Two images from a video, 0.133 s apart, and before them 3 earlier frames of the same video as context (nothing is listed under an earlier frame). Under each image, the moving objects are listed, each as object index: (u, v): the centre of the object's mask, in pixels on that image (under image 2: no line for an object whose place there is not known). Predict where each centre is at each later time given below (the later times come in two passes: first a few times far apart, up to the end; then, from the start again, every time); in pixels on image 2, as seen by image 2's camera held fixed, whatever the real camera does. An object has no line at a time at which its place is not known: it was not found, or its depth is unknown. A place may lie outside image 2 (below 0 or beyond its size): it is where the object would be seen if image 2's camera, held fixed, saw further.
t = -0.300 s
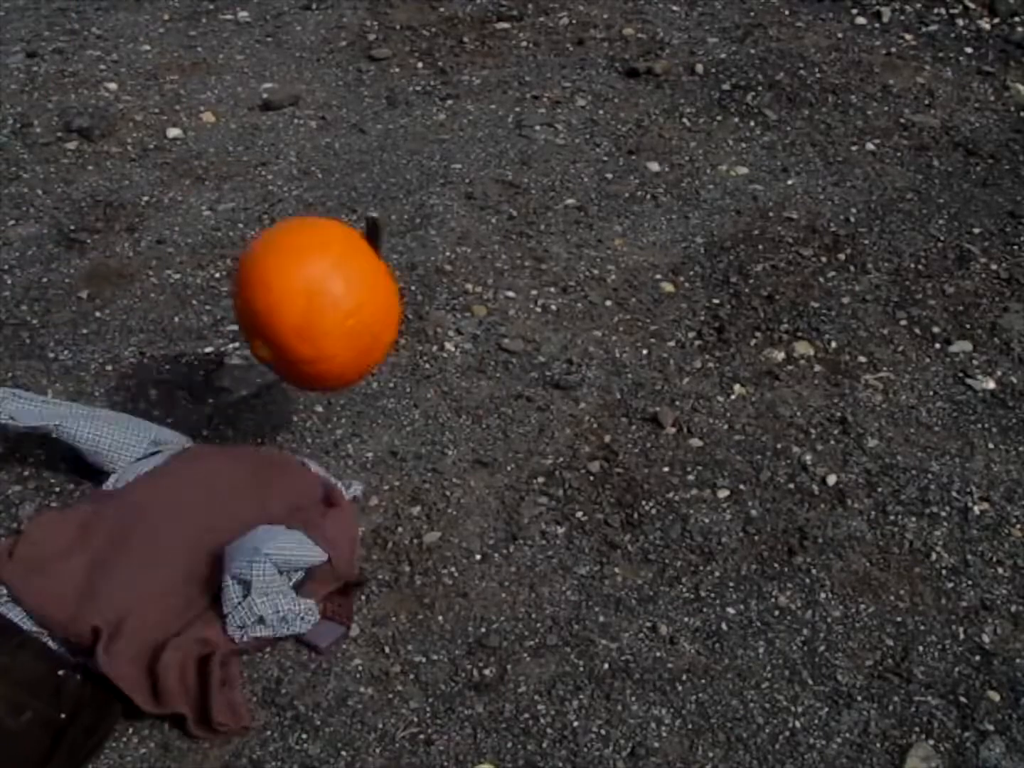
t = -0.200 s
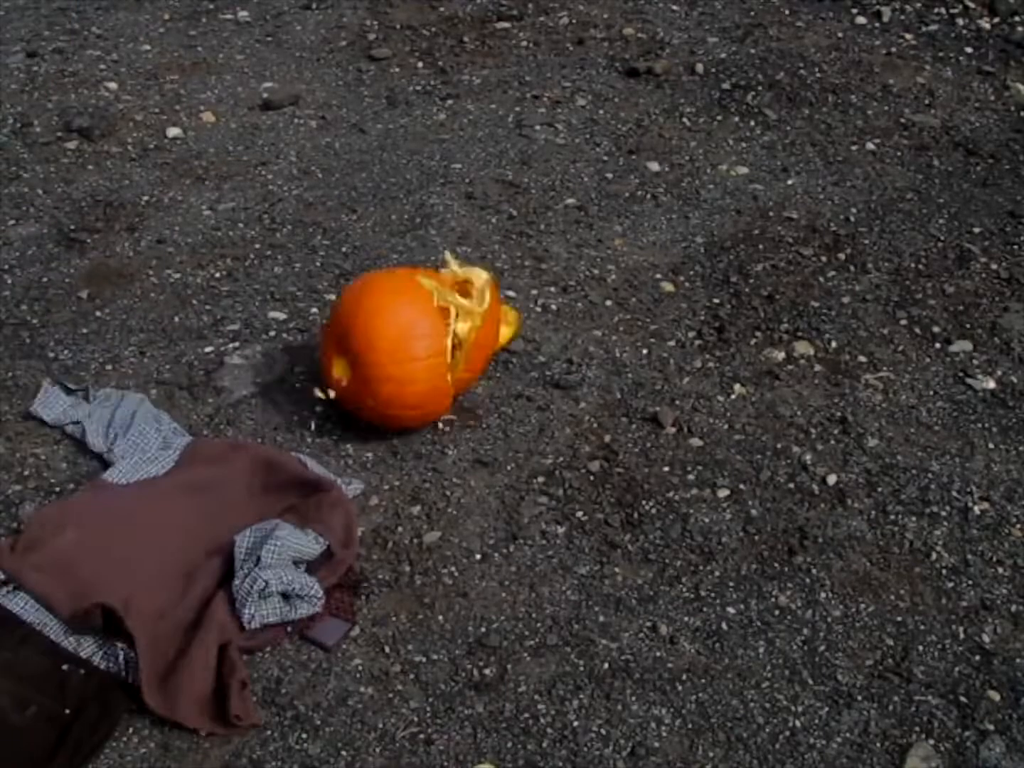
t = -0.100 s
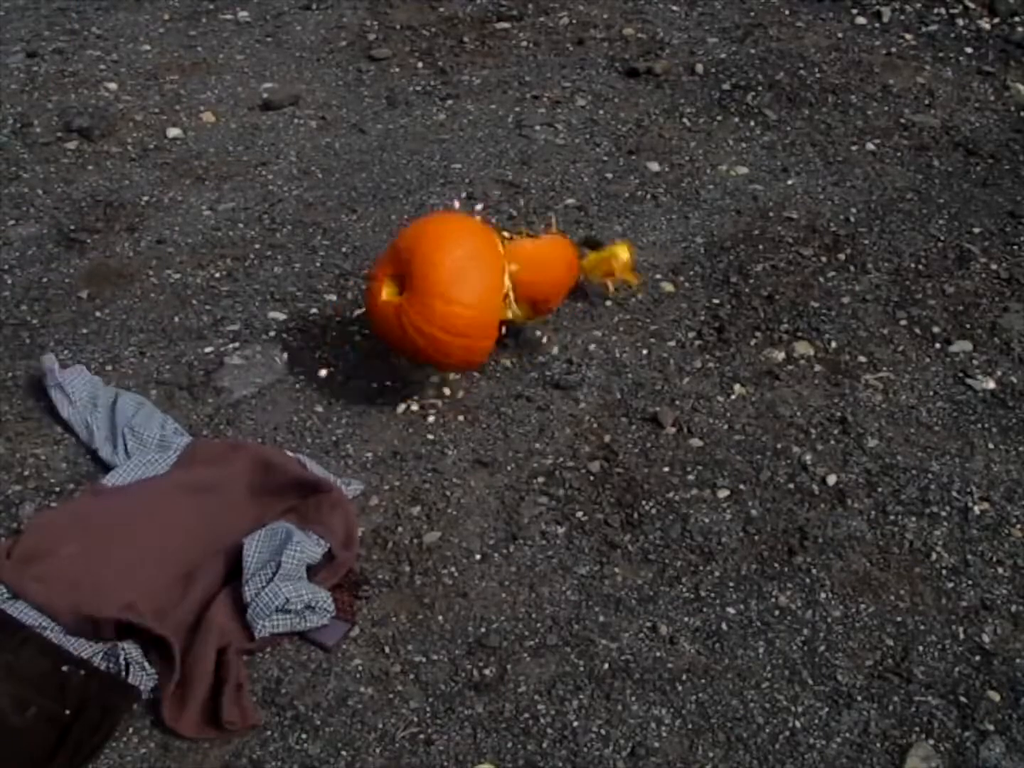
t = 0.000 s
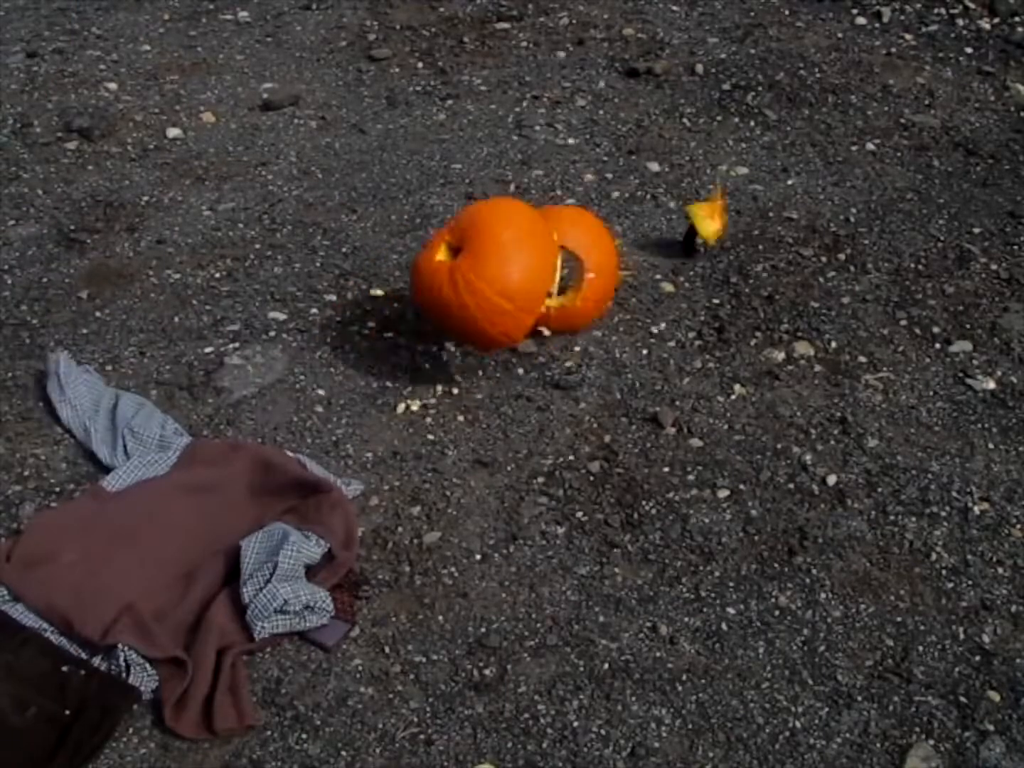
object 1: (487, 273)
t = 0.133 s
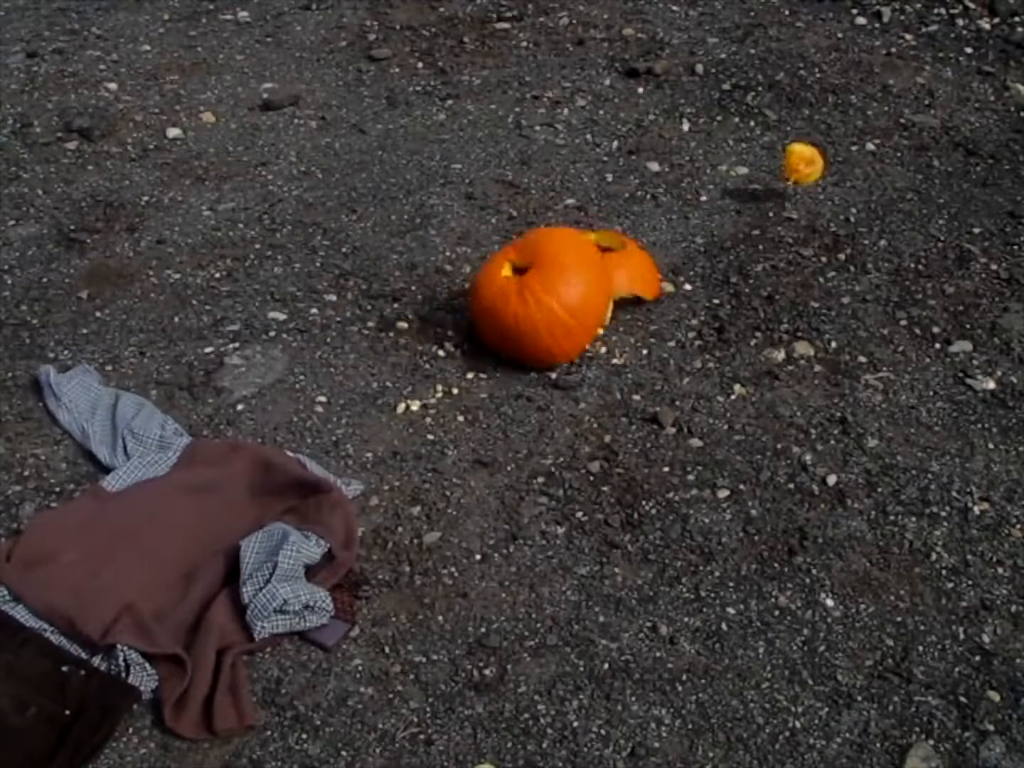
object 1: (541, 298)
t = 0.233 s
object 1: (564, 308)
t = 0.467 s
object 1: (583, 303)
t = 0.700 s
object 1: (583, 304)
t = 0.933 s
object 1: (583, 304)
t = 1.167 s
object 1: (584, 303)
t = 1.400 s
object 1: (583, 303)
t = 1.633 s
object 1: (583, 304)
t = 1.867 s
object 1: (583, 304)
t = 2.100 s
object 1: (583, 304)
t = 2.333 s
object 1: (583, 304)
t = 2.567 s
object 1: (583, 304)
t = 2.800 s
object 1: (583, 304)
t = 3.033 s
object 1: (583, 304)
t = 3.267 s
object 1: (583, 304)
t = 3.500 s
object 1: (583, 304)
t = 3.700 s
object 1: (583, 304)
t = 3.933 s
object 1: (583, 304)
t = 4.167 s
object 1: (583, 304)
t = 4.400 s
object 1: (583, 304)
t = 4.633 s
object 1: (583, 304)
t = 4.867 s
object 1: (583, 304)
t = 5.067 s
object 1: (583, 304)
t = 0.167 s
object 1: (548, 303)
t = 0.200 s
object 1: (557, 310)
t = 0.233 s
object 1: (564, 308)
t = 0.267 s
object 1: (572, 303)
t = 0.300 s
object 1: (577, 303)
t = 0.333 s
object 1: (581, 303)
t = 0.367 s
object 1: (583, 304)
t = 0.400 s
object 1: (584, 303)
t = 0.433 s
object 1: (584, 303)
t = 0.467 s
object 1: (583, 303)
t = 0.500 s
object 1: (583, 304)
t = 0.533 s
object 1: (583, 303)
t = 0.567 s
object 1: (583, 304)
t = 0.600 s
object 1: (583, 304)
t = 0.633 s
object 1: (583, 304)
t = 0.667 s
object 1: (583, 304)
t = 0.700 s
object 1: (583, 304)
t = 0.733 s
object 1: (583, 304)
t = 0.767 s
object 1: (583, 304)
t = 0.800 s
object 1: (583, 304)
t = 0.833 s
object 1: (583, 303)
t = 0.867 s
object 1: (583, 304)
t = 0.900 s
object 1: (583, 303)
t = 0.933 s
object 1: (583, 304)
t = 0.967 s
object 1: (583, 303)
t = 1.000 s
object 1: (583, 304)
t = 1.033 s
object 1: (583, 303)
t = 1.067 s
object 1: (584, 303)
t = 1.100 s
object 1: (583, 304)
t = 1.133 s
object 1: (583, 304)
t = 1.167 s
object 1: (584, 303)
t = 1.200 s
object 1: (583, 303)
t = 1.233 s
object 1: (584, 303)
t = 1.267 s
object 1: (583, 303)
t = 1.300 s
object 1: (583, 303)
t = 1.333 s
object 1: (583, 303)
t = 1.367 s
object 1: (583, 304)
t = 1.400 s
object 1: (583, 303)
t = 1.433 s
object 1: (583, 304)
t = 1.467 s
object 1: (583, 304)
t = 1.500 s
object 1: (583, 304)
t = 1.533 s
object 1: (583, 304)
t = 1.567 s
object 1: (583, 304)
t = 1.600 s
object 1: (583, 304)
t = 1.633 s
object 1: (583, 304)
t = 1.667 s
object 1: (583, 304)
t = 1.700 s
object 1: (583, 304)
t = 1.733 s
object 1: (583, 304)
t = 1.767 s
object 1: (583, 304)
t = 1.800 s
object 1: (583, 304)
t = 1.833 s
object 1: (583, 304)
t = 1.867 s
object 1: (583, 304)
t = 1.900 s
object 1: (583, 304)
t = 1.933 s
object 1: (583, 304)
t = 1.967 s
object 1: (583, 304)
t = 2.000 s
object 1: (583, 304)
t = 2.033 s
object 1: (583, 304)
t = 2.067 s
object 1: (583, 304)
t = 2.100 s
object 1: (583, 304)
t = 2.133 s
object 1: (583, 304)
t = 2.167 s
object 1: (583, 304)
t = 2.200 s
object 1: (583, 304)
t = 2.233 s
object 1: (583, 304)
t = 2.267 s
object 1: (583, 304)
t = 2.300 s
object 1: (583, 304)
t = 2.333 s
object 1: (583, 304)
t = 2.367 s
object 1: (583, 304)
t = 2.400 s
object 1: (583, 304)
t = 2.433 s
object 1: (583, 304)
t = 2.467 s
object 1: (583, 304)
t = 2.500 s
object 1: (583, 304)
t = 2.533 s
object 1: (583, 304)
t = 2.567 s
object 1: (583, 304)
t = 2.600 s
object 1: (583, 304)
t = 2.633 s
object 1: (583, 304)
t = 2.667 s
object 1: (583, 304)
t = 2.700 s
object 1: (583, 304)
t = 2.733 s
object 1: (583, 304)
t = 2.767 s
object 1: (583, 304)
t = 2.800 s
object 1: (583, 304)
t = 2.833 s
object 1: (583, 304)
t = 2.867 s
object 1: (583, 304)
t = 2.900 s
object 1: (583, 304)
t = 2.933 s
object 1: (583, 304)
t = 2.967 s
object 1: (583, 304)
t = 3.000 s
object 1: (583, 304)
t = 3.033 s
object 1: (583, 304)
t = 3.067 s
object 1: (583, 304)
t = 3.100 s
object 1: (583, 304)
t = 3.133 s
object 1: (583, 304)
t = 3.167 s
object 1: (583, 304)
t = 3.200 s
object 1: (583, 304)
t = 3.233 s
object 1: (583, 304)
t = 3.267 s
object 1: (583, 304)
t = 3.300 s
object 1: (583, 304)
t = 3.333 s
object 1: (583, 304)
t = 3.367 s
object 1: (583, 304)
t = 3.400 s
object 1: (583, 304)
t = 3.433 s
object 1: (583, 304)
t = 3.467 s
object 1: (583, 304)
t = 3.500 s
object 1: (583, 304)
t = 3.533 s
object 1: (583, 304)
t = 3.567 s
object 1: (583, 304)
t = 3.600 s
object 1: (583, 304)
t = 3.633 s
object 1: (583, 304)
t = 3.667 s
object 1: (583, 304)
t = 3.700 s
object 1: (583, 304)
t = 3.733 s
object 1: (583, 304)
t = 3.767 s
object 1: (583, 304)
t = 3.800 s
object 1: (583, 304)
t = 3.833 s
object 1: (583, 304)
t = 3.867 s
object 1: (583, 304)
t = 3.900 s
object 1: (583, 304)
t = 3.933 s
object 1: (583, 304)
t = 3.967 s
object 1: (583, 304)
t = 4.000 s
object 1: (583, 304)
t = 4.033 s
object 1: (583, 304)
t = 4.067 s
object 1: (583, 304)
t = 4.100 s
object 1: (583, 304)
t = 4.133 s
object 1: (583, 303)
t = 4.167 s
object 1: (583, 304)
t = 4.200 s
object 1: (583, 304)
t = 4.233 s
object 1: (583, 304)
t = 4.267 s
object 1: (583, 304)
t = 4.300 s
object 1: (583, 304)
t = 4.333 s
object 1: (583, 304)
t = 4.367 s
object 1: (583, 304)
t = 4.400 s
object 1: (583, 304)
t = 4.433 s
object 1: (583, 304)
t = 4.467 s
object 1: (583, 304)
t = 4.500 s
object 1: (583, 304)
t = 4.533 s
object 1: (583, 304)
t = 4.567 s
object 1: (583, 304)
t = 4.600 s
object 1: (583, 304)
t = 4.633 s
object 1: (583, 304)
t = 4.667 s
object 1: (583, 304)
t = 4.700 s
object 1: (583, 304)
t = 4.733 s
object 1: (583, 304)
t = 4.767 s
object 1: (583, 304)
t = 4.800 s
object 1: (583, 304)
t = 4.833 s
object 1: (583, 304)
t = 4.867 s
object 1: (583, 304)
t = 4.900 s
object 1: (583, 304)
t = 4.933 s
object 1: (583, 304)
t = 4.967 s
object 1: (583, 304)
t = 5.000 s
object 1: (583, 304)
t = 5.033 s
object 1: (583, 304)
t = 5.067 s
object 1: (583, 304)
